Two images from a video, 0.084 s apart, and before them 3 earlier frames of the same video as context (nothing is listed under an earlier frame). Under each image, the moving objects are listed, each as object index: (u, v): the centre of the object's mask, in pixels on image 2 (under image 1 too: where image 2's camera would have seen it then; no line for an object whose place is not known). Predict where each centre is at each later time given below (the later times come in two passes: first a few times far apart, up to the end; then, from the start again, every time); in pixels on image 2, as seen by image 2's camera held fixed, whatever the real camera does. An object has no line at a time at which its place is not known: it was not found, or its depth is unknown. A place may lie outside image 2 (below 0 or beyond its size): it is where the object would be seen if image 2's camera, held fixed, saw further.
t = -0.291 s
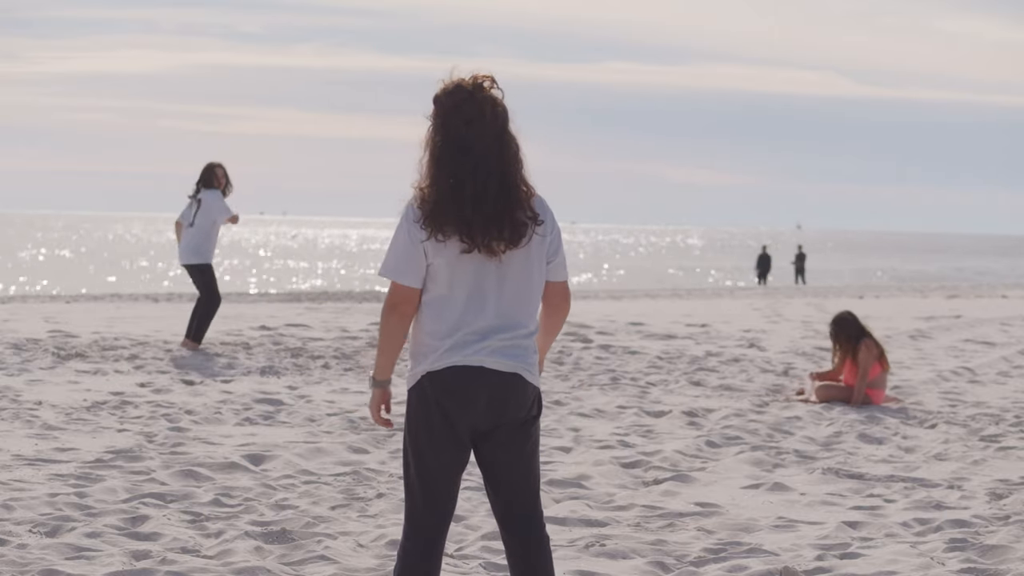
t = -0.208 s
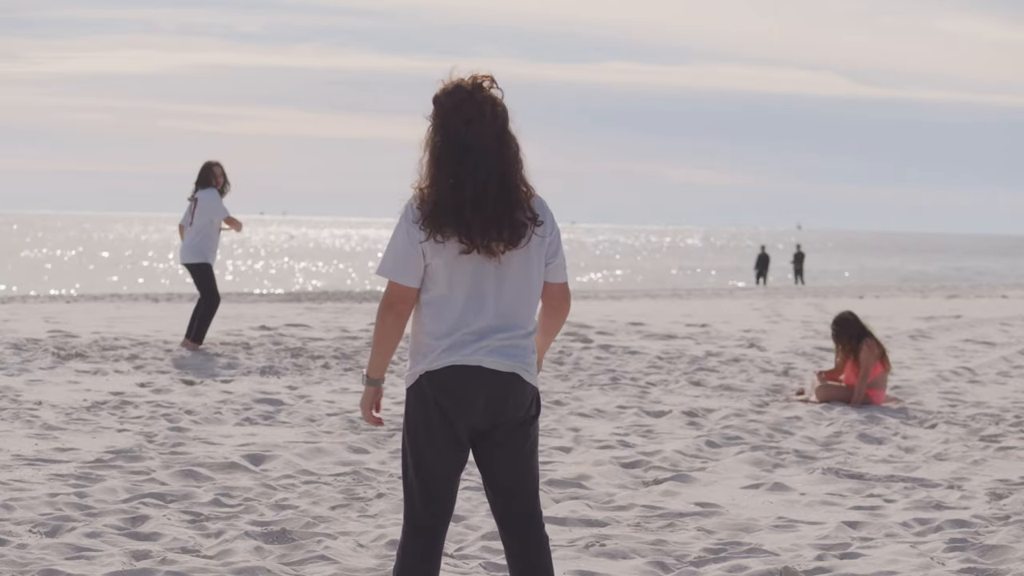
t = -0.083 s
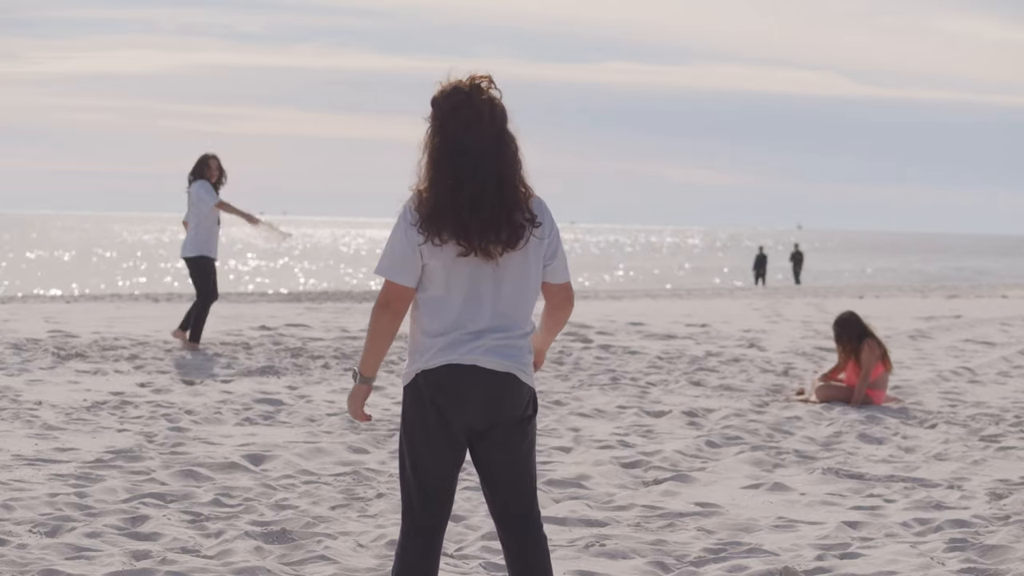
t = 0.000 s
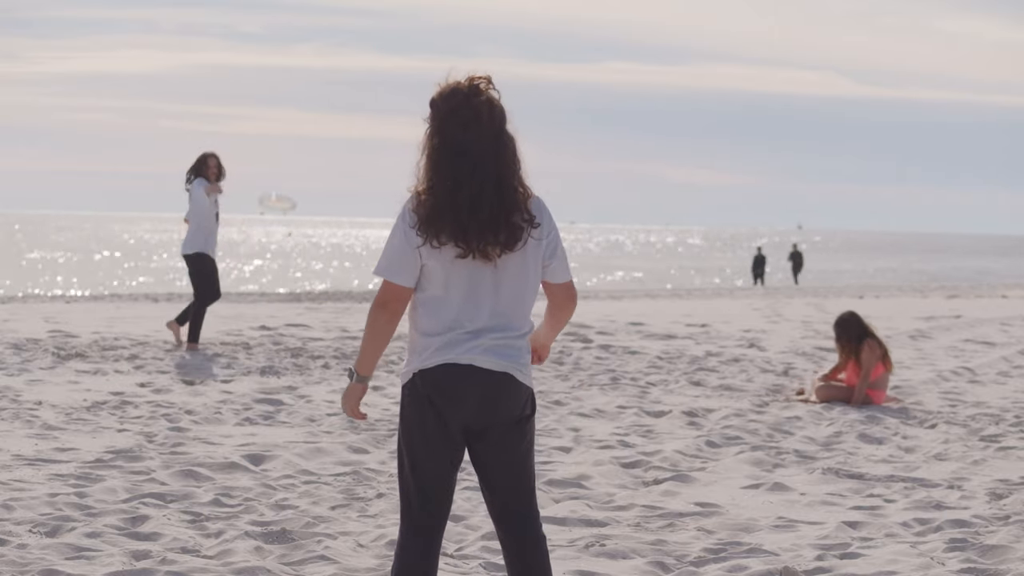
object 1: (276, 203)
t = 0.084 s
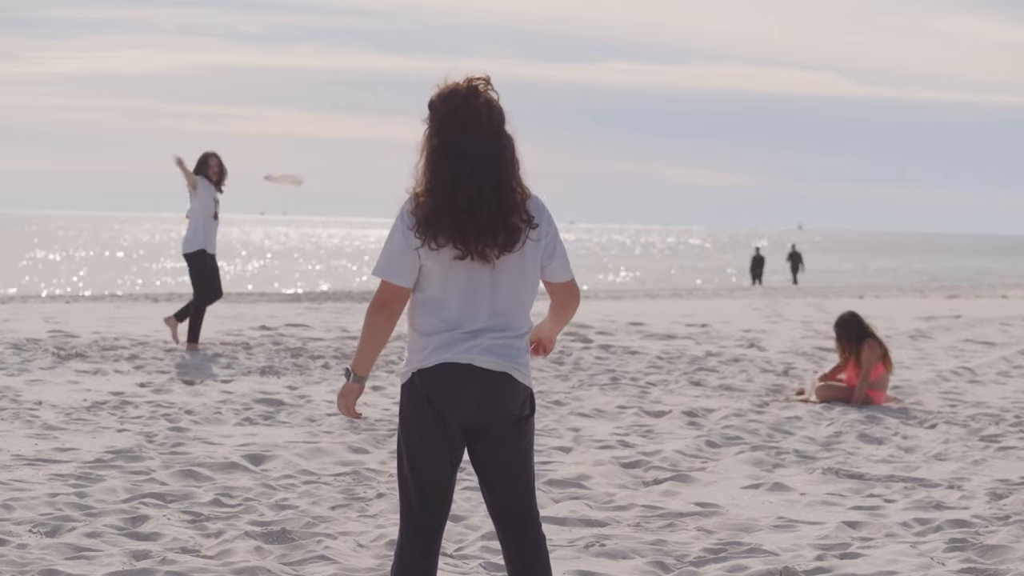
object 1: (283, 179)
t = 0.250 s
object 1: (299, 145)
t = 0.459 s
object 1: (331, 118)
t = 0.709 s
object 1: (388, 102)
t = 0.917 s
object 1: (460, 103)
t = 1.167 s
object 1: (589, 131)
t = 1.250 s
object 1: (647, 149)
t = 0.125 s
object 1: (286, 169)
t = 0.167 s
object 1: (291, 161)
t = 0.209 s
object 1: (295, 152)
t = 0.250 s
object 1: (299, 145)
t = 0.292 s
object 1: (305, 139)
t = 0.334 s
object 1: (311, 133)
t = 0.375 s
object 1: (316, 128)
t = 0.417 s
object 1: (324, 123)
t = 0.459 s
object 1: (331, 118)
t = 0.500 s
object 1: (338, 114)
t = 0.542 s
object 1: (347, 111)
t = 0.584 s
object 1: (356, 108)
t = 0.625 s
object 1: (366, 106)
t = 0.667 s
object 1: (376, 104)
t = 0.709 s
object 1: (388, 102)
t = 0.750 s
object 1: (400, 101)
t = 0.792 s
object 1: (414, 101)
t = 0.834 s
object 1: (428, 101)
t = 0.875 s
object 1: (444, 102)
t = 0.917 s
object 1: (460, 103)
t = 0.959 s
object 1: (479, 106)
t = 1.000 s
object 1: (497, 109)
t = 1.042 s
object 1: (518, 113)
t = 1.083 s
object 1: (541, 118)
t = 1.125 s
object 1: (564, 124)
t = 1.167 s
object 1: (589, 131)
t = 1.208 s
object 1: (617, 140)
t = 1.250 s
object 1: (647, 149)
